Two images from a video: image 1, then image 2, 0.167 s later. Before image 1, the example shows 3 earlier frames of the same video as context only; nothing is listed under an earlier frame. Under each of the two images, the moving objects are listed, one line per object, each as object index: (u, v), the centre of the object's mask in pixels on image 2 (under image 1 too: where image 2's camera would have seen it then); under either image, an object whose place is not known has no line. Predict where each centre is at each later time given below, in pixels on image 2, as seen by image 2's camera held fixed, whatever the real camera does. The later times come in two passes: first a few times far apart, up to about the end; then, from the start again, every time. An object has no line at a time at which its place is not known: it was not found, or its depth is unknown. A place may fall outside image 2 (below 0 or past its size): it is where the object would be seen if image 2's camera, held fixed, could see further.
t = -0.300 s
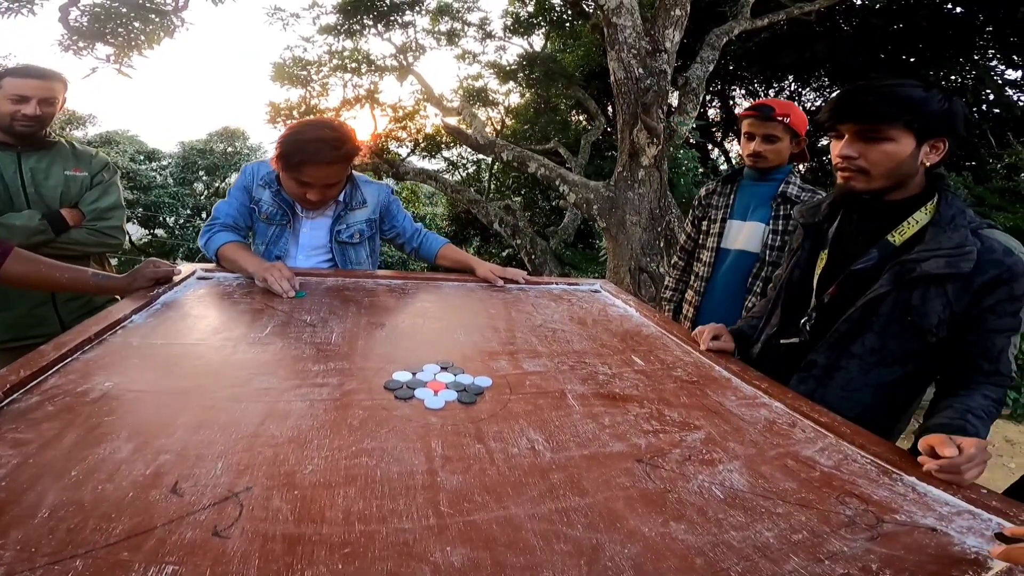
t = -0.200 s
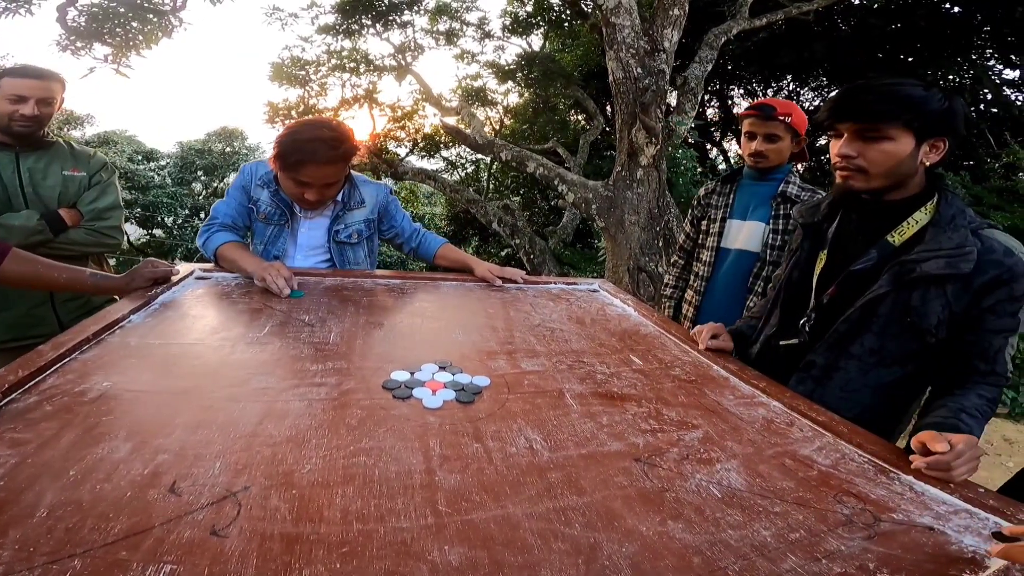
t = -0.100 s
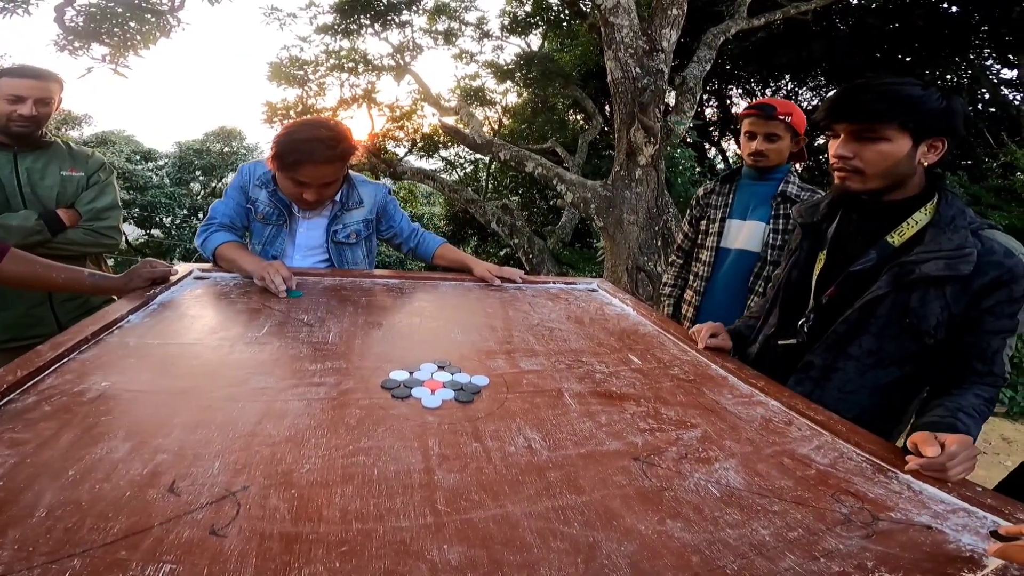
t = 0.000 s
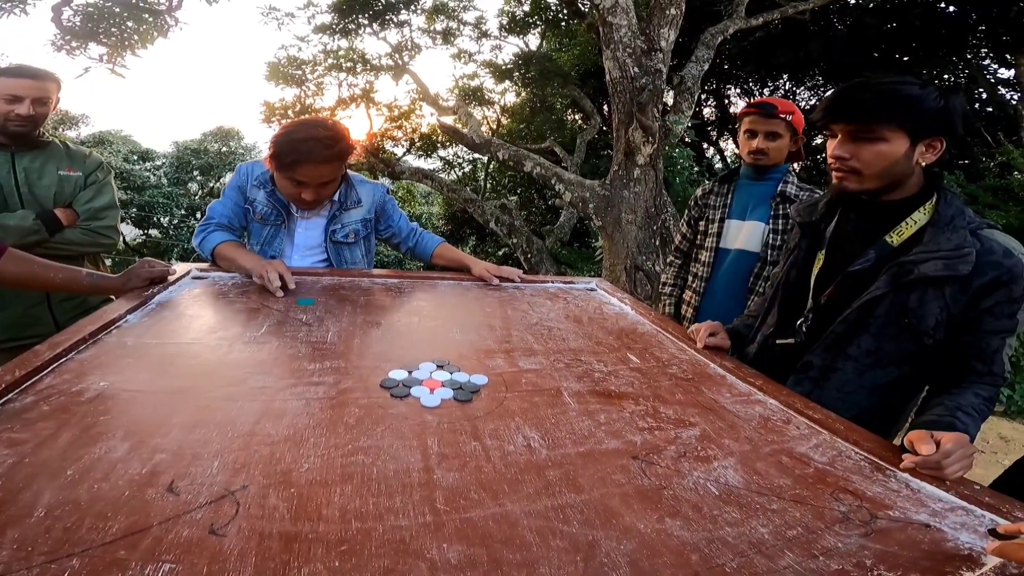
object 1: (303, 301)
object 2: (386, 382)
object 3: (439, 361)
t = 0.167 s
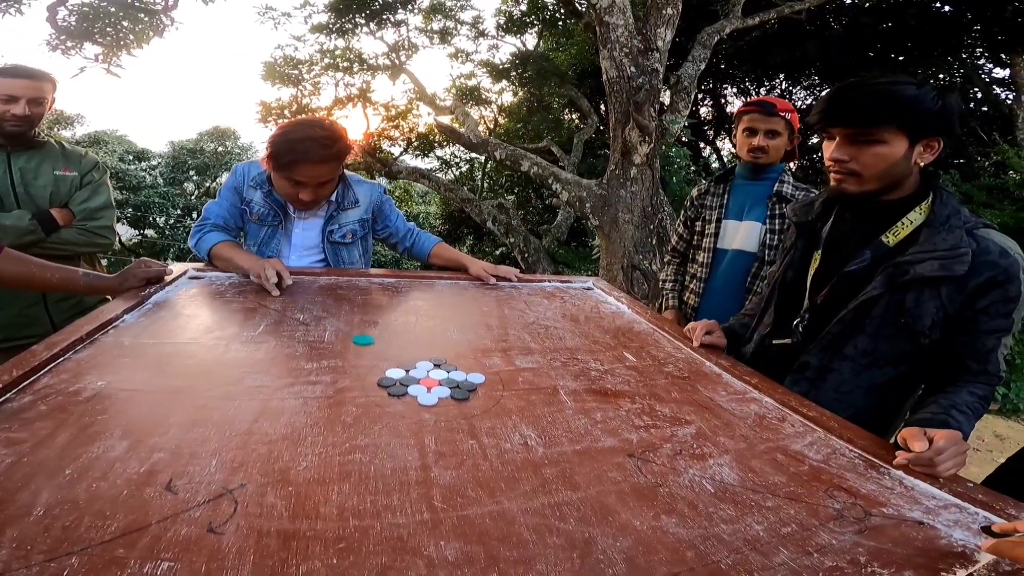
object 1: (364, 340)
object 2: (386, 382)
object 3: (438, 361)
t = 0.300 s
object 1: (396, 361)
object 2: (374, 388)
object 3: (450, 358)
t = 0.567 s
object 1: (396, 361)
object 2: (335, 400)
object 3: (474, 353)
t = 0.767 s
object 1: (396, 362)
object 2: (335, 400)
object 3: (472, 350)
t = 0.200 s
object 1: (371, 346)
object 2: (386, 382)
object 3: (438, 361)
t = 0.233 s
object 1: (388, 356)
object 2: (386, 382)
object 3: (438, 361)
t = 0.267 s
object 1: (394, 360)
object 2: (385, 383)
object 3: (440, 361)
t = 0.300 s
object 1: (396, 361)
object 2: (374, 388)
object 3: (450, 358)
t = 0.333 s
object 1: (396, 362)
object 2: (363, 392)
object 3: (457, 356)
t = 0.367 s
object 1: (396, 362)
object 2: (354, 395)
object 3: (463, 354)
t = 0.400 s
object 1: (396, 362)
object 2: (347, 398)
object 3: (467, 353)
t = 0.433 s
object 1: (396, 362)
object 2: (343, 399)
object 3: (469, 352)
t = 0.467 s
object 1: (396, 362)
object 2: (338, 400)
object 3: (471, 351)
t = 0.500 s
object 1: (396, 362)
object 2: (336, 400)
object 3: (472, 351)
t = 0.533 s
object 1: (396, 361)
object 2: (336, 400)
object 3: (472, 351)
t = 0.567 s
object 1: (396, 361)
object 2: (335, 400)
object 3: (474, 353)
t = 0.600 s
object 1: (396, 361)
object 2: (335, 400)
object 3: (473, 352)
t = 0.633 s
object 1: (396, 361)
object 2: (335, 400)
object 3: (473, 352)
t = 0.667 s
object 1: (396, 362)
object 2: (335, 400)
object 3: (473, 352)
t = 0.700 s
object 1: (396, 361)
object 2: (335, 401)
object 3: (472, 351)
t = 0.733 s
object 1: (396, 362)
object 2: (335, 400)
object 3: (472, 350)
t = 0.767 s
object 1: (396, 362)
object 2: (335, 400)
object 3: (472, 350)
